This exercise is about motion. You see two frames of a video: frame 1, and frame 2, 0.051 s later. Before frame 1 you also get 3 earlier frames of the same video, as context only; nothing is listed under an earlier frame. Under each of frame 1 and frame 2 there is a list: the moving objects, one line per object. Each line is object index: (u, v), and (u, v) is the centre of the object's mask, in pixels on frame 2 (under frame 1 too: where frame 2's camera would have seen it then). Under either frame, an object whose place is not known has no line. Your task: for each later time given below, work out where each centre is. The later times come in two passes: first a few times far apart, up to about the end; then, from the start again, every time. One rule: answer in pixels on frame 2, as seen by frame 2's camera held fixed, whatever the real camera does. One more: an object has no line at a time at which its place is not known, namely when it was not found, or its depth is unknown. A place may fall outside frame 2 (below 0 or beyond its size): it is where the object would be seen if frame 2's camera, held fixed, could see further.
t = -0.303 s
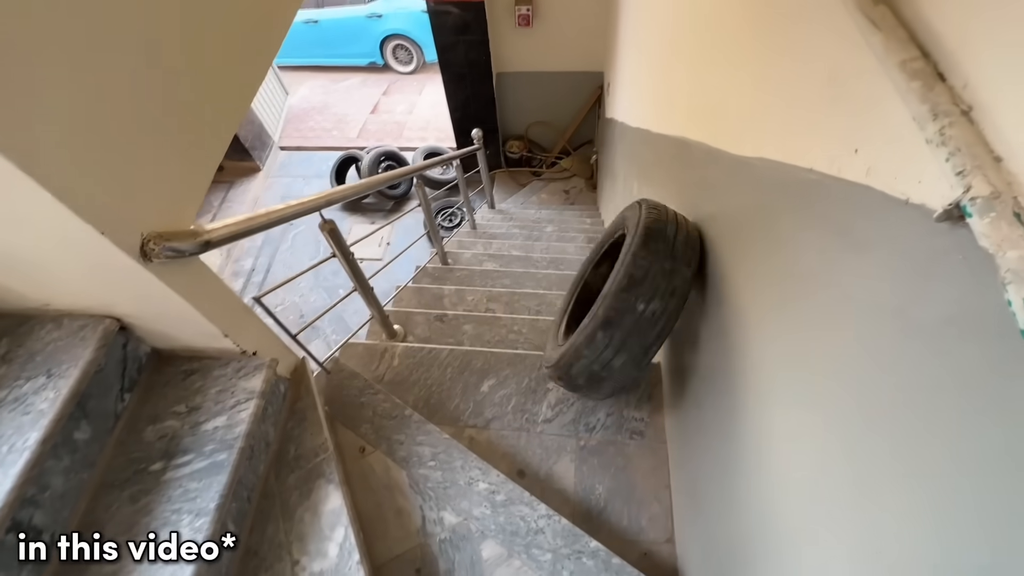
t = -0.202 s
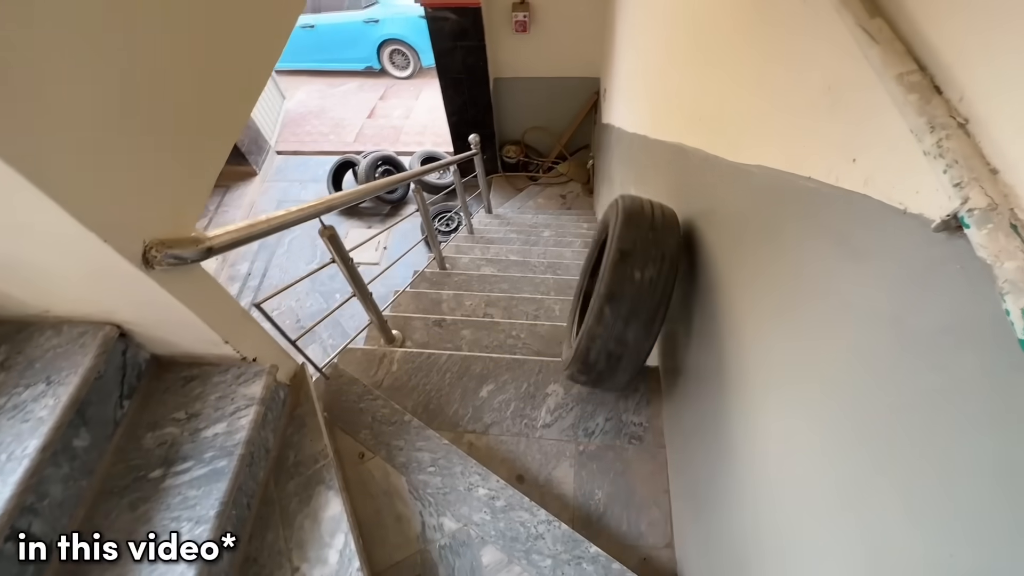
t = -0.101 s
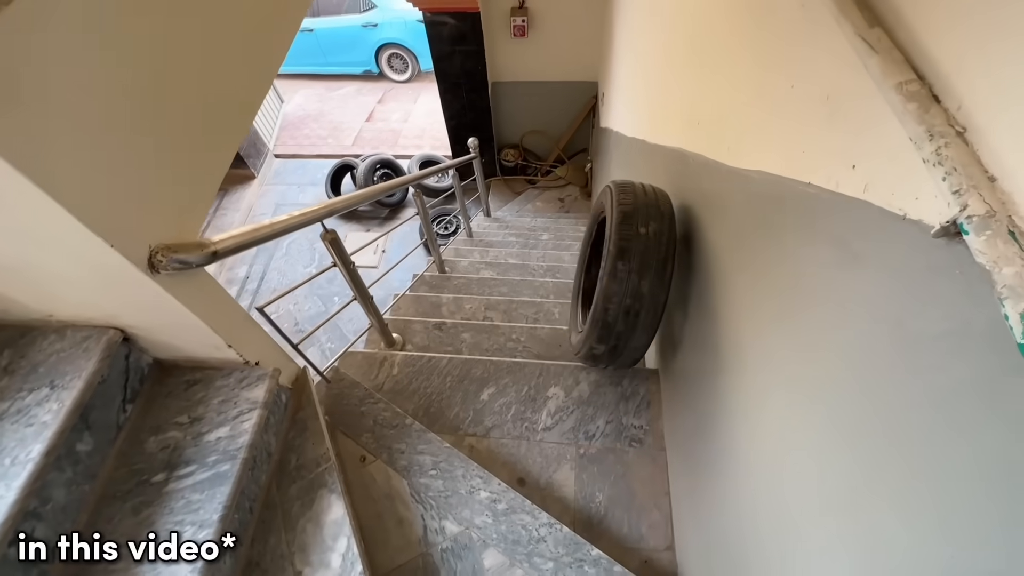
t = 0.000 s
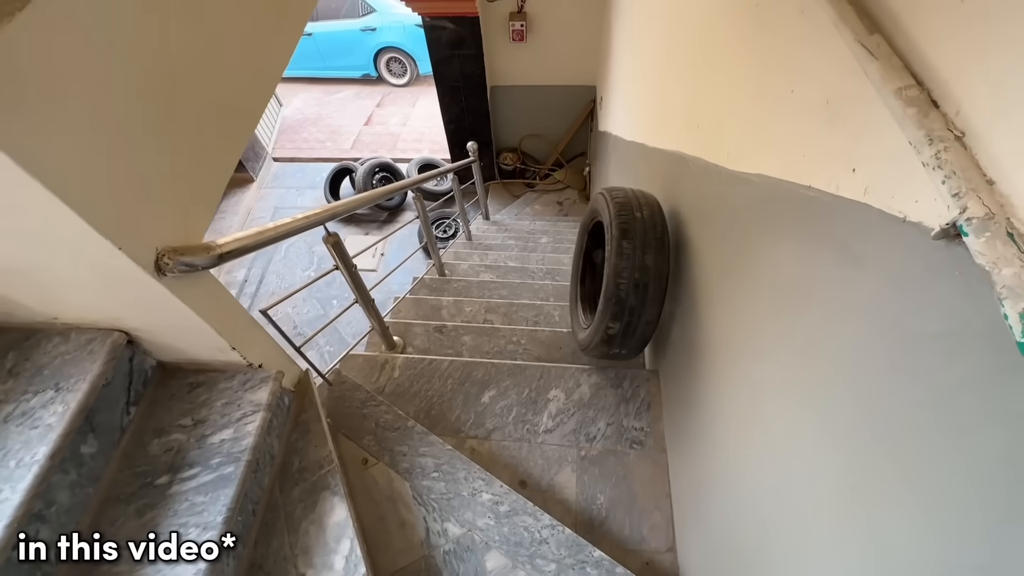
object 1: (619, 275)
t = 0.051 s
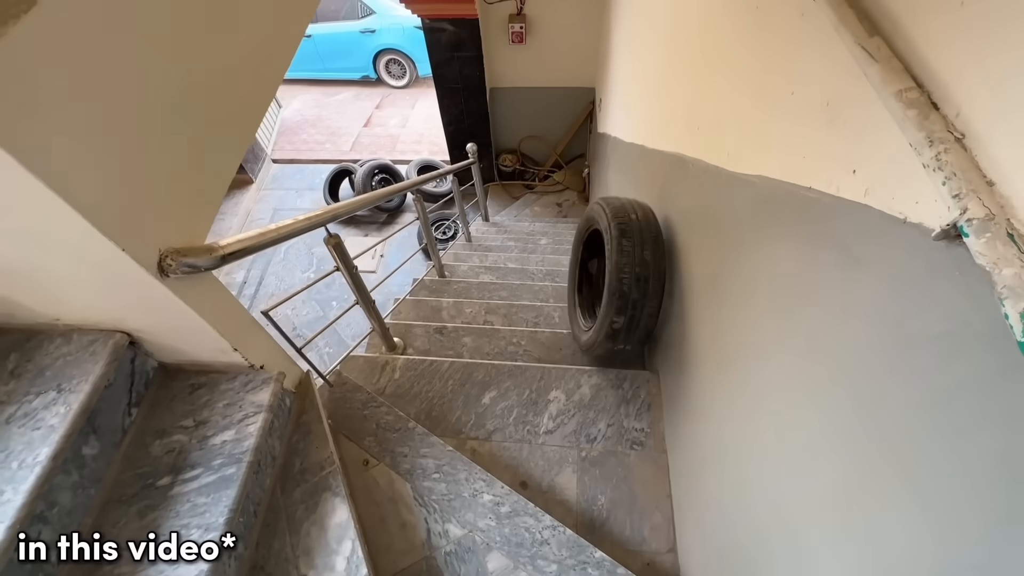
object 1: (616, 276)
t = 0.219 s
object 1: (617, 227)
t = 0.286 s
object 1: (613, 216)
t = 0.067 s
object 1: (615, 275)
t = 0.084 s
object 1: (616, 273)
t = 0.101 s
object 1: (619, 264)
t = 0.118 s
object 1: (620, 258)
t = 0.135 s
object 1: (620, 252)
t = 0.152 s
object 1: (621, 246)
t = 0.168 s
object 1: (620, 240)
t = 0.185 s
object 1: (620, 234)
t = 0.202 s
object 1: (618, 231)
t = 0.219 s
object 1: (617, 227)
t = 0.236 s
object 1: (617, 223)
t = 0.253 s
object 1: (616, 220)
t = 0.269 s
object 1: (615, 218)
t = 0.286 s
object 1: (613, 216)
